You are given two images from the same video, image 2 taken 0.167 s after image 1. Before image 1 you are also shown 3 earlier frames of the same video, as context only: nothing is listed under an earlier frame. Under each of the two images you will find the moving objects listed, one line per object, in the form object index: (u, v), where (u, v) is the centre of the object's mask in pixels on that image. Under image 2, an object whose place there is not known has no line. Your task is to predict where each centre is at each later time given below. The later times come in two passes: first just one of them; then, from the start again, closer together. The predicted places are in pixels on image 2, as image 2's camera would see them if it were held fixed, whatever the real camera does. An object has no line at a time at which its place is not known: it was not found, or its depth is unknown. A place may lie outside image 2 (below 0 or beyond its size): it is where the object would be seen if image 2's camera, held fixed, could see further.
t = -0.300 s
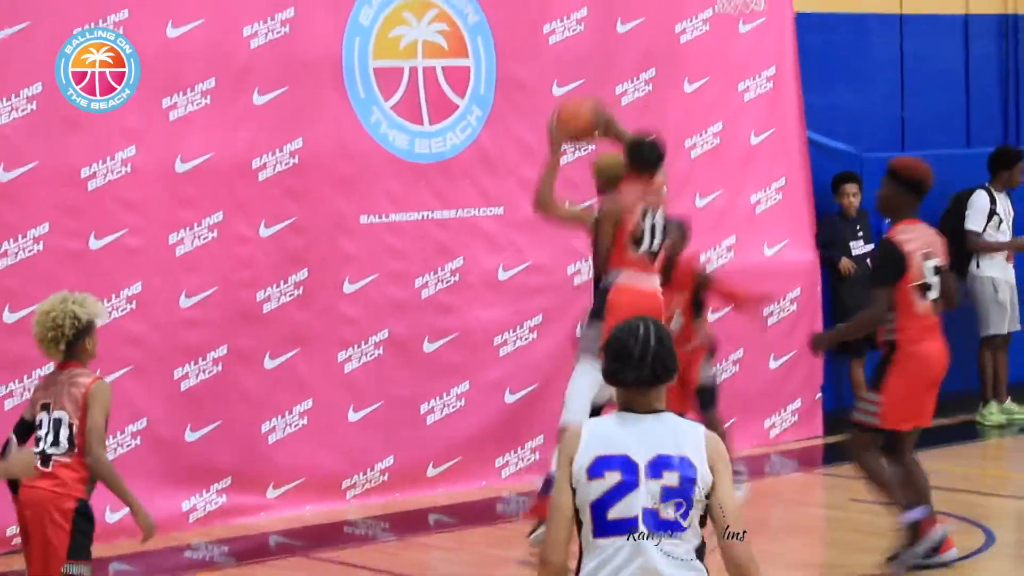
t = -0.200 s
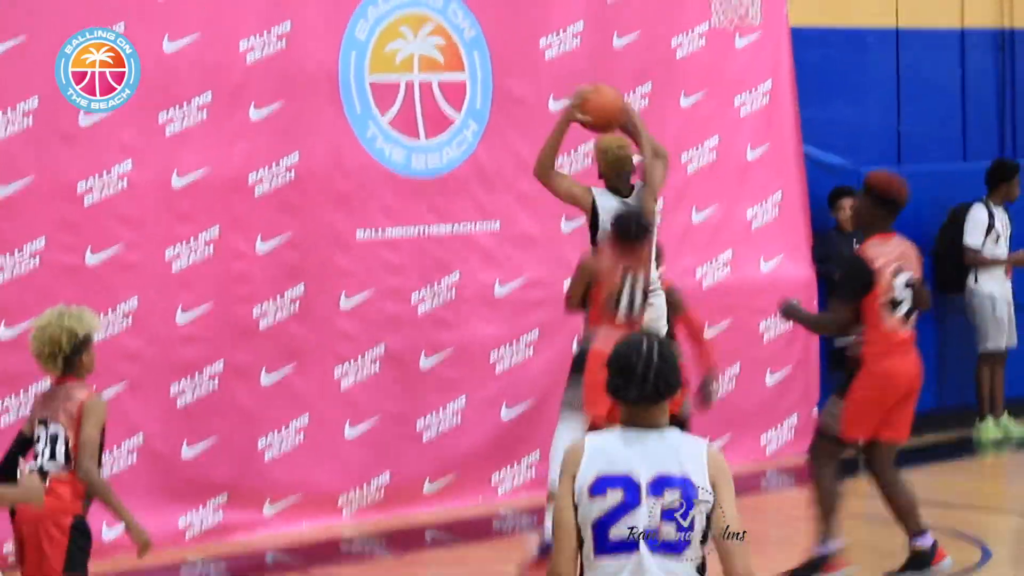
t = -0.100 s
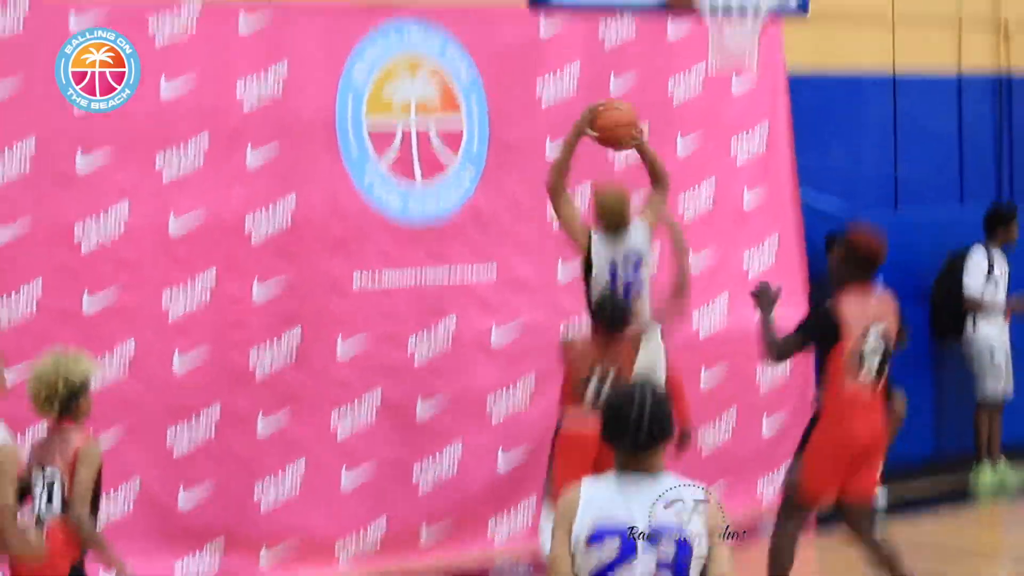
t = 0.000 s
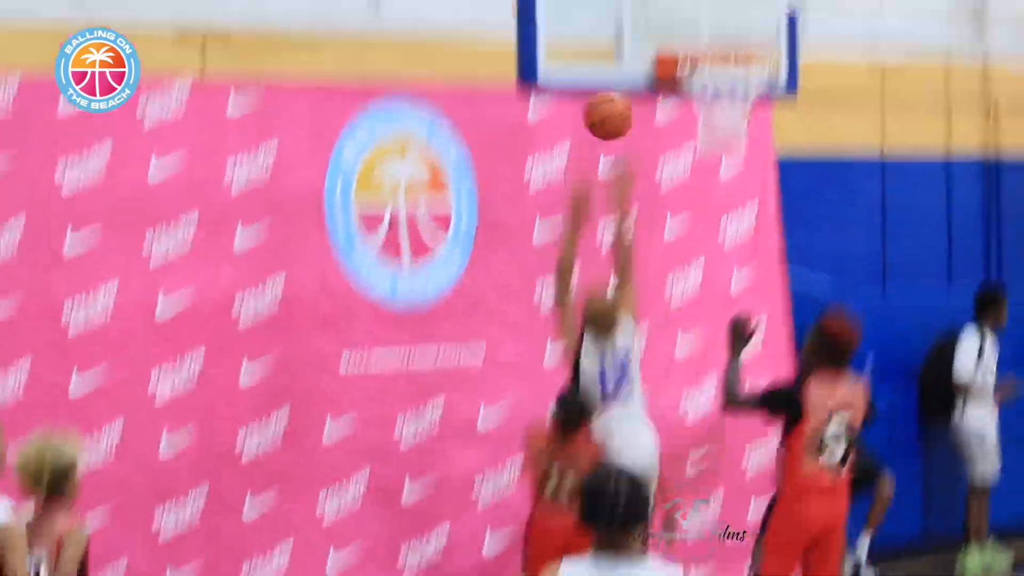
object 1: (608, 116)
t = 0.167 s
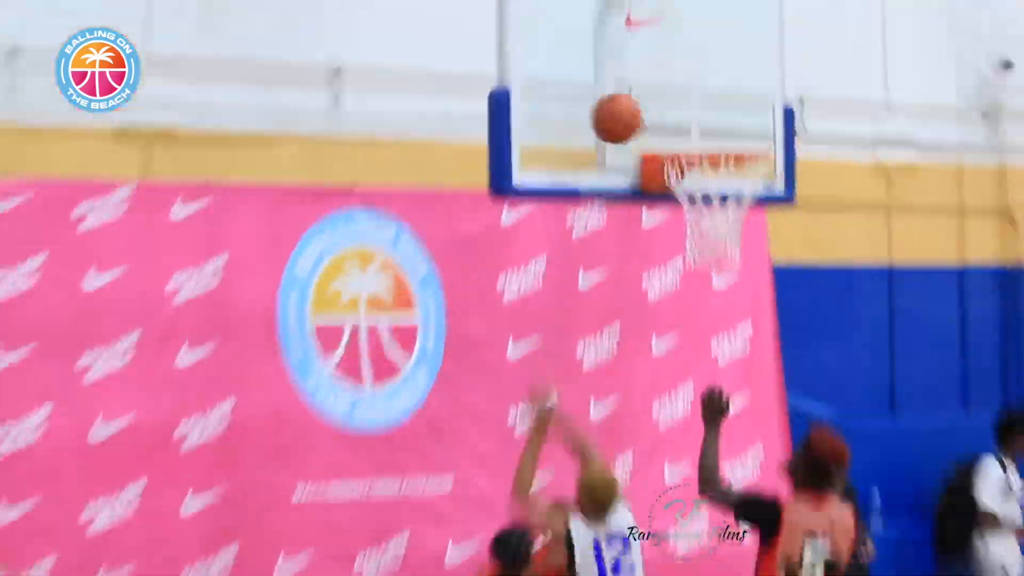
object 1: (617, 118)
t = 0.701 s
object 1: (723, 200)
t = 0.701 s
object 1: (723, 200)
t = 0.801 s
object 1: (721, 215)
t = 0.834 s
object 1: (719, 218)
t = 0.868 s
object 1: (719, 221)
